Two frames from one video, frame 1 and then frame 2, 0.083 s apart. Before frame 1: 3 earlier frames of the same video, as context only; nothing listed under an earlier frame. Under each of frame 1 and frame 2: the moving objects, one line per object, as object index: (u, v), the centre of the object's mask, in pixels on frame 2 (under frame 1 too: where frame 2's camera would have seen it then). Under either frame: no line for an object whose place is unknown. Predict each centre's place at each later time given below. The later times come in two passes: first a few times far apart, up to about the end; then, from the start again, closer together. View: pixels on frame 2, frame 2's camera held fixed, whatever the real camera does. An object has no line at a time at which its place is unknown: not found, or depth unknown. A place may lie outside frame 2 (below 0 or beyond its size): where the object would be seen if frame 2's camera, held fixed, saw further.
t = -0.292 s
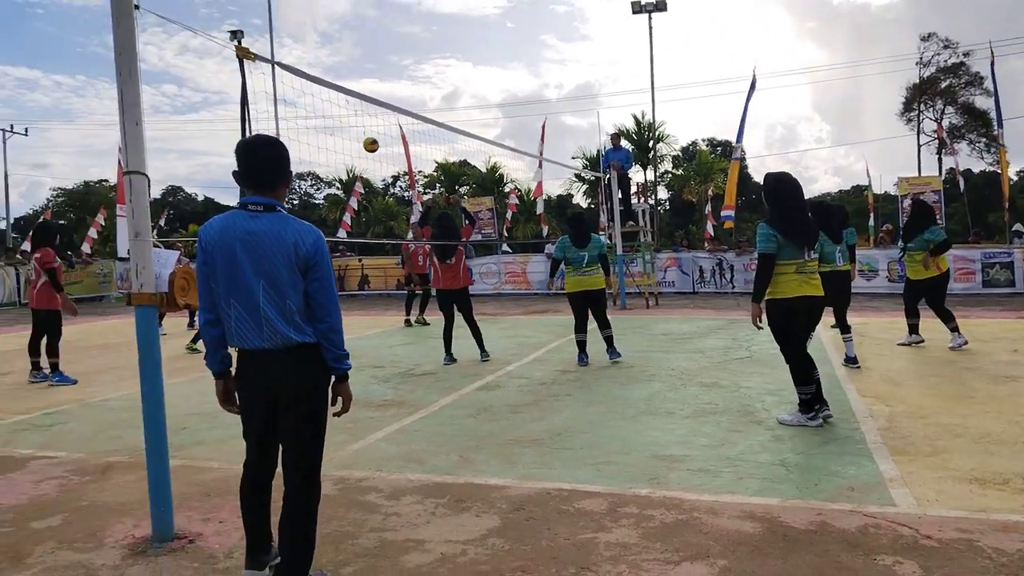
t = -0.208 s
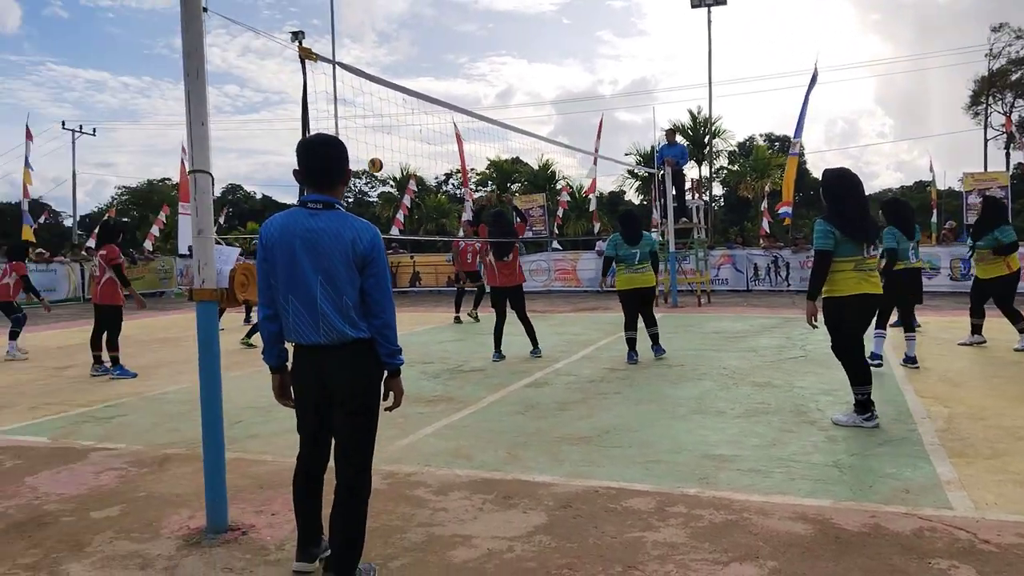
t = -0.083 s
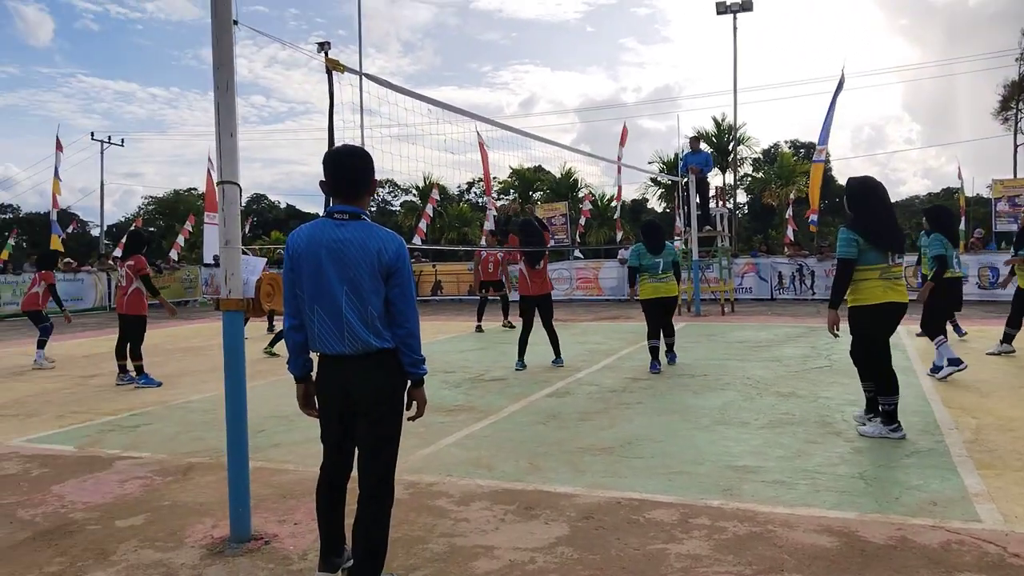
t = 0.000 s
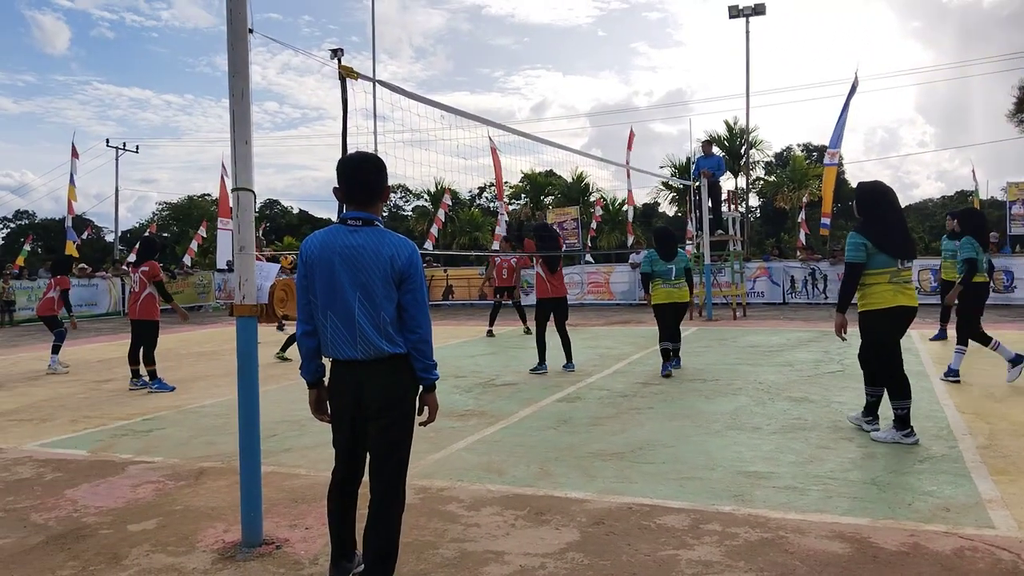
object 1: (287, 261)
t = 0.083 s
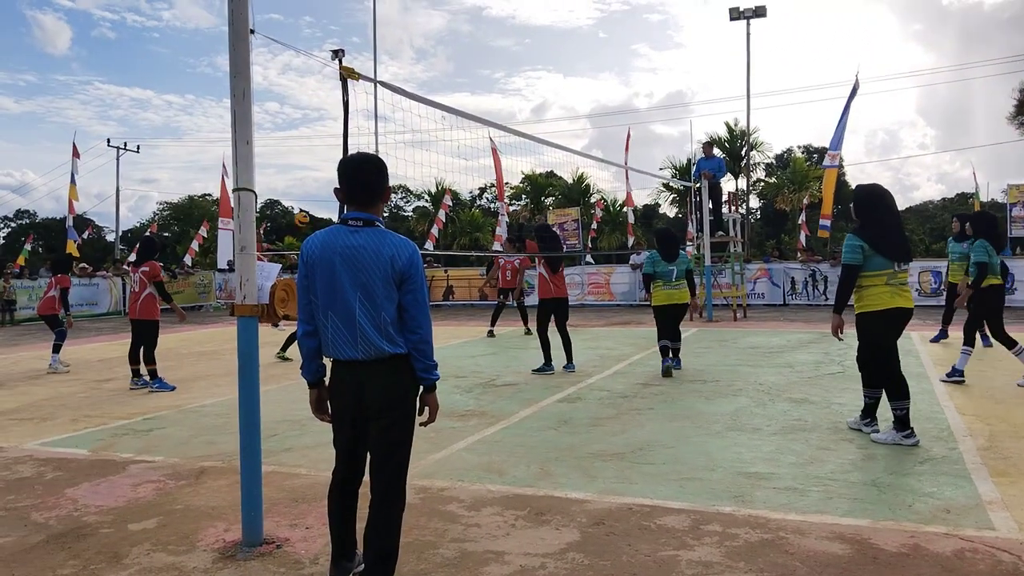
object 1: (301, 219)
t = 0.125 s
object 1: (308, 199)
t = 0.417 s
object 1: (363, 90)
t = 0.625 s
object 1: (403, 45)
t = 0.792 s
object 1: (436, 29)
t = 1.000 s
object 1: (478, 35)
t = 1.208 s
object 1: (522, 71)
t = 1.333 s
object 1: (547, 108)
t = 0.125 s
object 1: (308, 199)
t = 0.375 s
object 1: (355, 102)
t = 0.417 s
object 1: (363, 90)
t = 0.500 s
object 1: (379, 68)
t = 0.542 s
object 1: (386, 60)
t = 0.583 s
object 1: (394, 52)
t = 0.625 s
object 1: (403, 45)
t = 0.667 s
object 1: (412, 39)
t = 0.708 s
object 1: (419, 34)
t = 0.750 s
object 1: (427, 31)
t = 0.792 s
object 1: (436, 29)
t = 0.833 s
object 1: (445, 28)
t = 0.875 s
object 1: (453, 28)
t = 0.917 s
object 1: (461, 29)
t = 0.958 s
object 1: (470, 31)
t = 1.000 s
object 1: (478, 35)
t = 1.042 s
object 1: (487, 40)
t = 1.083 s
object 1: (495, 46)
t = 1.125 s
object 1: (504, 53)
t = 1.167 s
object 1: (513, 62)
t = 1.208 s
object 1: (522, 71)
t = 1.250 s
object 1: (530, 82)
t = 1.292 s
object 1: (539, 95)
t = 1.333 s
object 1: (547, 108)
